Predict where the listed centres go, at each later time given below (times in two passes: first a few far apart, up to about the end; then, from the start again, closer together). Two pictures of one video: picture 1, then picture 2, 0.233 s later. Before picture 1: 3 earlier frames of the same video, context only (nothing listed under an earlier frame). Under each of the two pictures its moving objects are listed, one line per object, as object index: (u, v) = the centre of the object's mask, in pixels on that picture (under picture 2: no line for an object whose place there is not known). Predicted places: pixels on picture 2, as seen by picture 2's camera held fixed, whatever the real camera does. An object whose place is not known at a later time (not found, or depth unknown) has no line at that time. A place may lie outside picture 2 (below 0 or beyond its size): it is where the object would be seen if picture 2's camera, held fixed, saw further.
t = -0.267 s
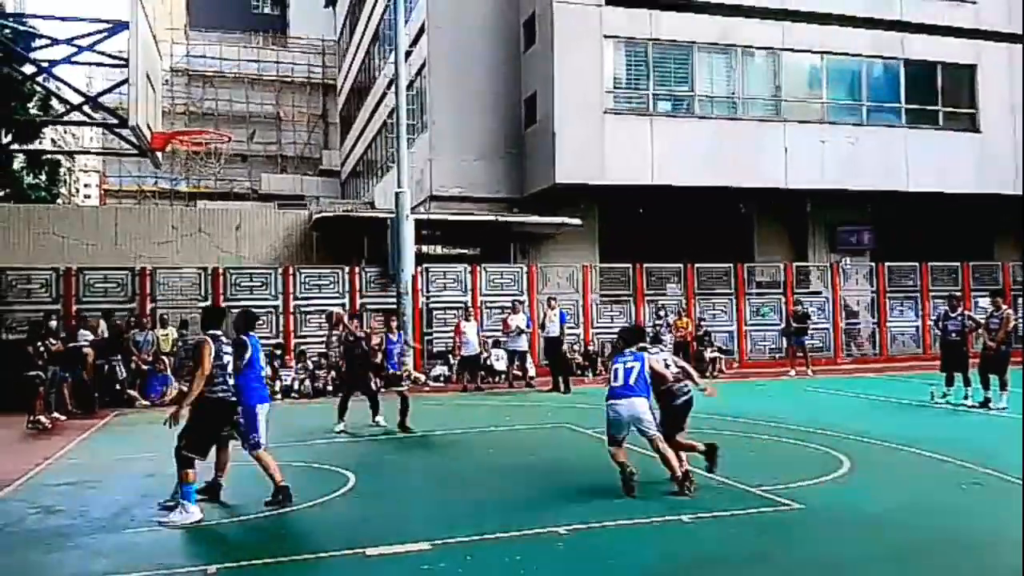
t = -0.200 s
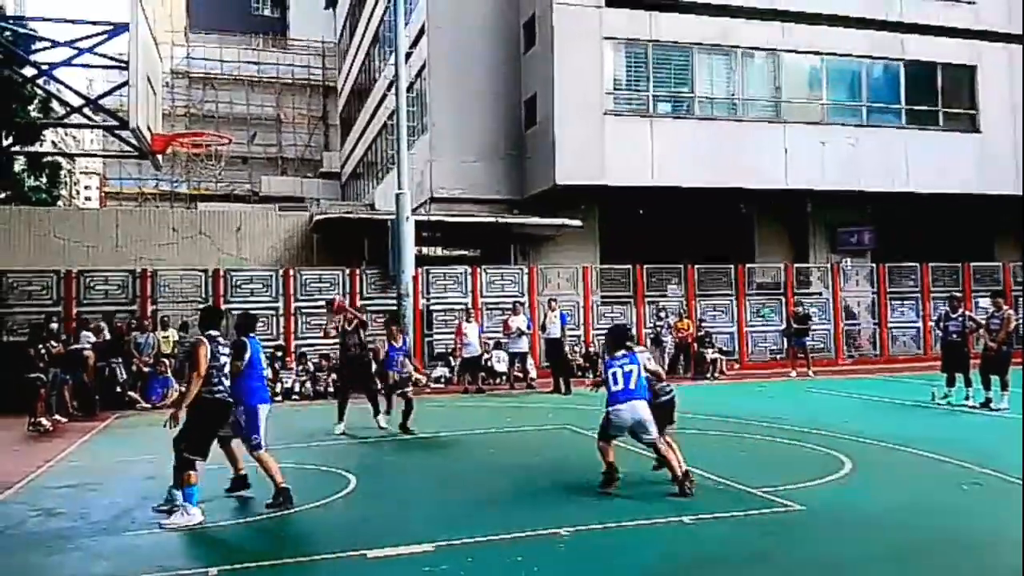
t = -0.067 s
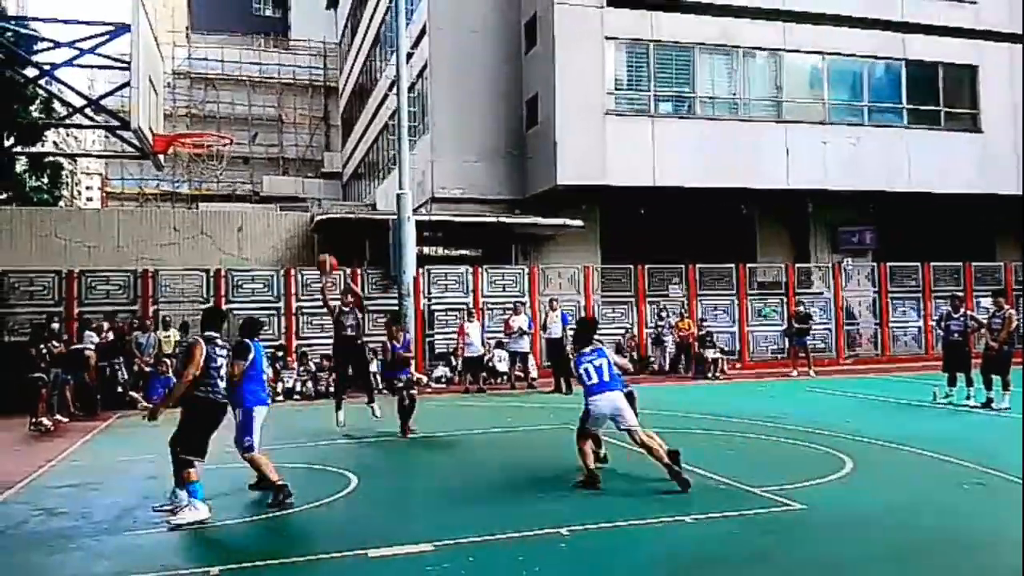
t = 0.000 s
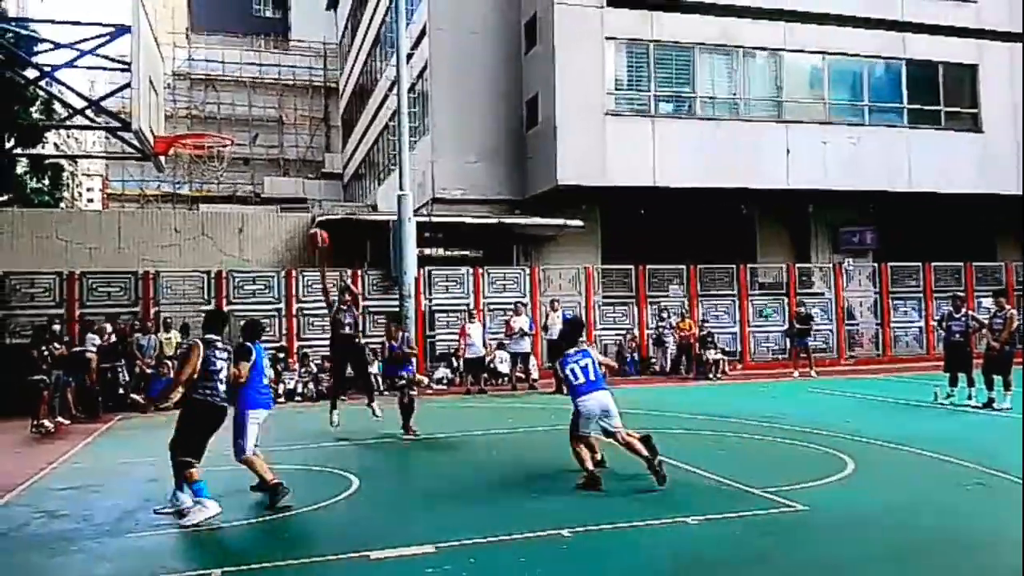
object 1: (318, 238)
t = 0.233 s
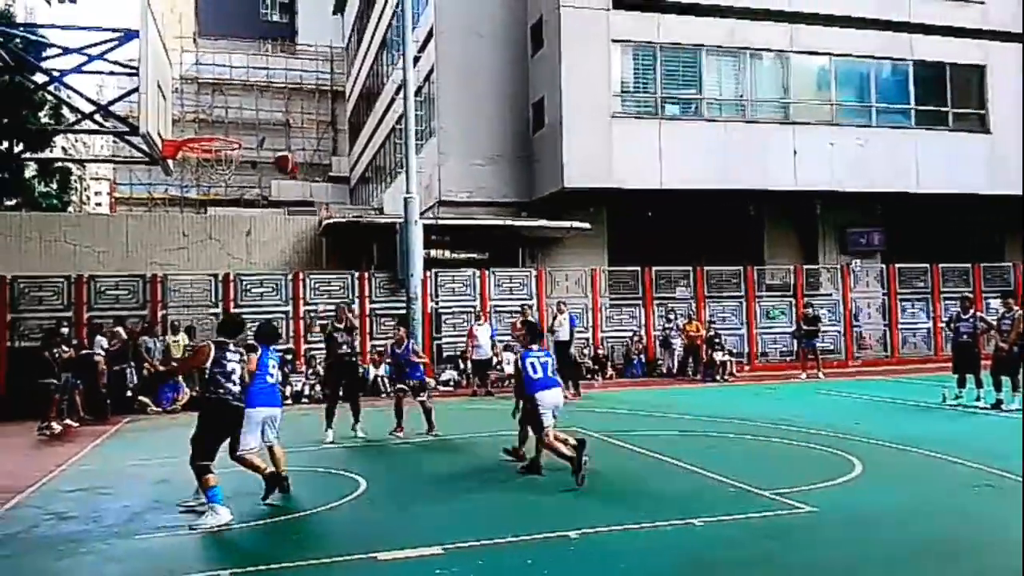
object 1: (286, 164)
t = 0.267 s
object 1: (280, 155)
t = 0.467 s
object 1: (239, 122)
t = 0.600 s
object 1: (208, 119)
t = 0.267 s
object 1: (280, 155)
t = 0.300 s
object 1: (273, 147)
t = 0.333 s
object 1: (266, 140)
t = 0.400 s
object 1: (254, 130)
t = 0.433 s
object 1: (247, 125)
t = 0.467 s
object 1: (239, 122)
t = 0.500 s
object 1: (232, 120)
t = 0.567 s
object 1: (217, 119)
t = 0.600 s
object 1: (208, 119)
